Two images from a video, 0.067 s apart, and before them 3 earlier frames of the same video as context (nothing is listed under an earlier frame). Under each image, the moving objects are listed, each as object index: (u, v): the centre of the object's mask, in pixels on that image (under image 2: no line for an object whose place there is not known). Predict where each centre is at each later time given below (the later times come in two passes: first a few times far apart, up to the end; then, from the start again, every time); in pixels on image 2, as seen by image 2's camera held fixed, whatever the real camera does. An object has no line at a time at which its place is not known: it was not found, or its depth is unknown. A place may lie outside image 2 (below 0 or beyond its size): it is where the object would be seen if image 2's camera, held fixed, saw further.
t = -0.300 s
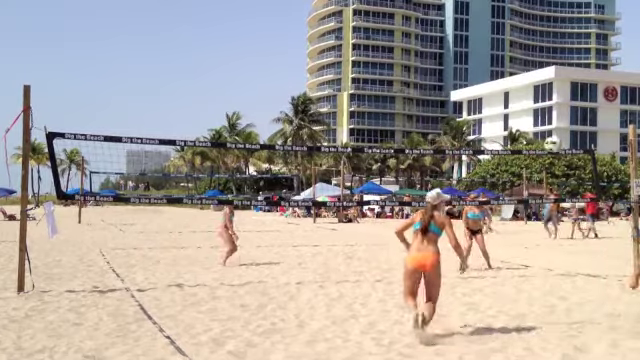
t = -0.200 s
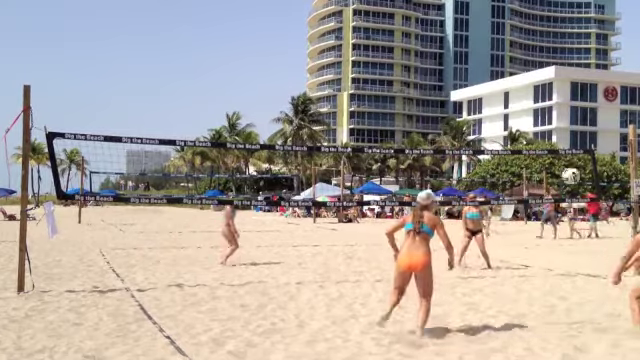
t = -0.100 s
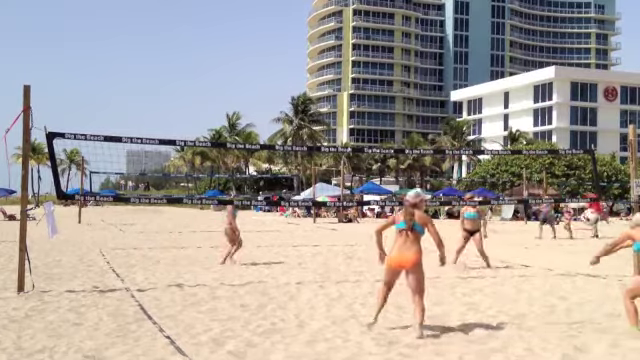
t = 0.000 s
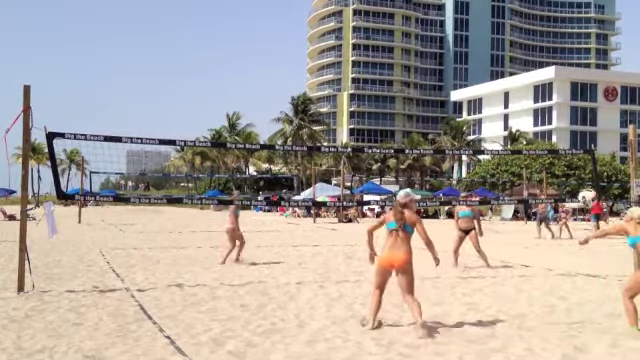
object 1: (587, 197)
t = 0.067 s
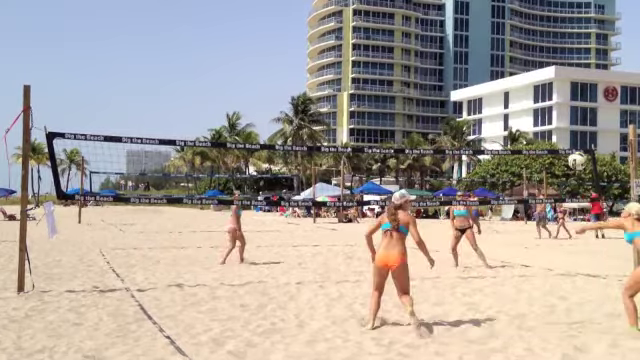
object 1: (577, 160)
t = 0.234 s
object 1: (553, 89)
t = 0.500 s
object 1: (524, 35)
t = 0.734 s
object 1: (505, 33)
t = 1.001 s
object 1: (487, 74)
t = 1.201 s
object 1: (476, 131)
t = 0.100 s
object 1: (572, 144)
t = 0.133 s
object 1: (567, 128)
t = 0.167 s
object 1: (563, 115)
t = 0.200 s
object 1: (558, 100)
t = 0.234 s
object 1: (553, 89)
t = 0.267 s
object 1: (549, 80)
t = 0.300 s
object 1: (545, 70)
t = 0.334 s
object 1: (542, 61)
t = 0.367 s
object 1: (537, 55)
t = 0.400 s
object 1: (535, 49)
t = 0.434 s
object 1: (531, 43)
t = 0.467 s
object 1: (528, 39)
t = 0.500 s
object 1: (524, 35)
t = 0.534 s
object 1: (522, 32)
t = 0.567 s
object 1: (519, 30)
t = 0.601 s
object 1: (516, 29)
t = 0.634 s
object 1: (513, 29)
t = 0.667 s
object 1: (510, 29)
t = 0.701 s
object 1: (508, 30)
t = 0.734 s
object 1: (505, 33)
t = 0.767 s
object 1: (502, 36)
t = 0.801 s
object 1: (500, 39)
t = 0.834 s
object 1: (497, 43)
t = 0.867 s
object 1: (495, 48)
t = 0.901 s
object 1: (493, 54)
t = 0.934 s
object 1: (491, 60)
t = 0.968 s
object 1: (488, 67)
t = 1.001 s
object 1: (487, 74)
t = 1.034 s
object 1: (485, 82)
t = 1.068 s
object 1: (483, 90)
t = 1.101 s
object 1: (480, 101)
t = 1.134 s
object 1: (479, 110)
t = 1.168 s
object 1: (477, 120)
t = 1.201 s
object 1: (476, 131)
